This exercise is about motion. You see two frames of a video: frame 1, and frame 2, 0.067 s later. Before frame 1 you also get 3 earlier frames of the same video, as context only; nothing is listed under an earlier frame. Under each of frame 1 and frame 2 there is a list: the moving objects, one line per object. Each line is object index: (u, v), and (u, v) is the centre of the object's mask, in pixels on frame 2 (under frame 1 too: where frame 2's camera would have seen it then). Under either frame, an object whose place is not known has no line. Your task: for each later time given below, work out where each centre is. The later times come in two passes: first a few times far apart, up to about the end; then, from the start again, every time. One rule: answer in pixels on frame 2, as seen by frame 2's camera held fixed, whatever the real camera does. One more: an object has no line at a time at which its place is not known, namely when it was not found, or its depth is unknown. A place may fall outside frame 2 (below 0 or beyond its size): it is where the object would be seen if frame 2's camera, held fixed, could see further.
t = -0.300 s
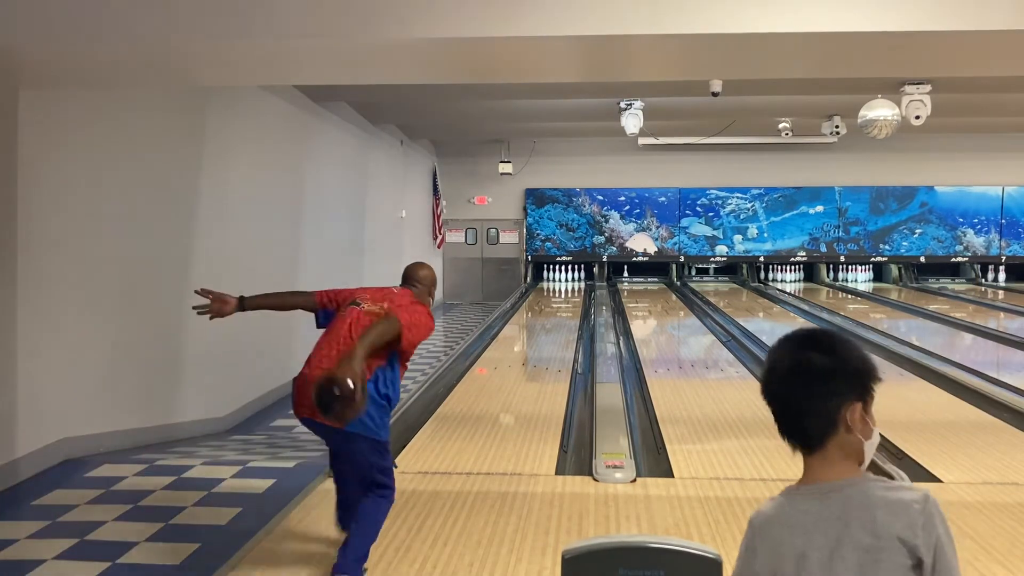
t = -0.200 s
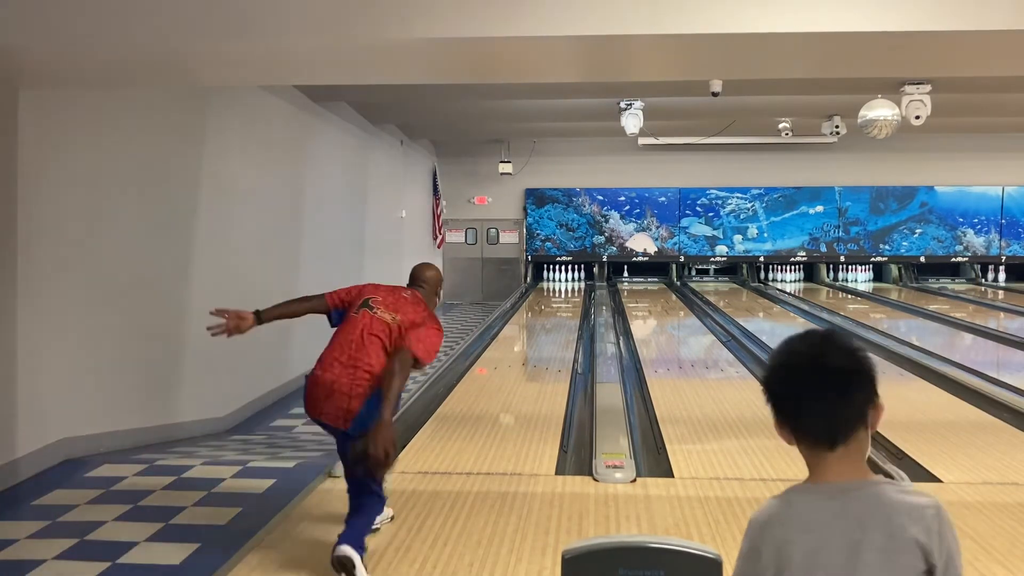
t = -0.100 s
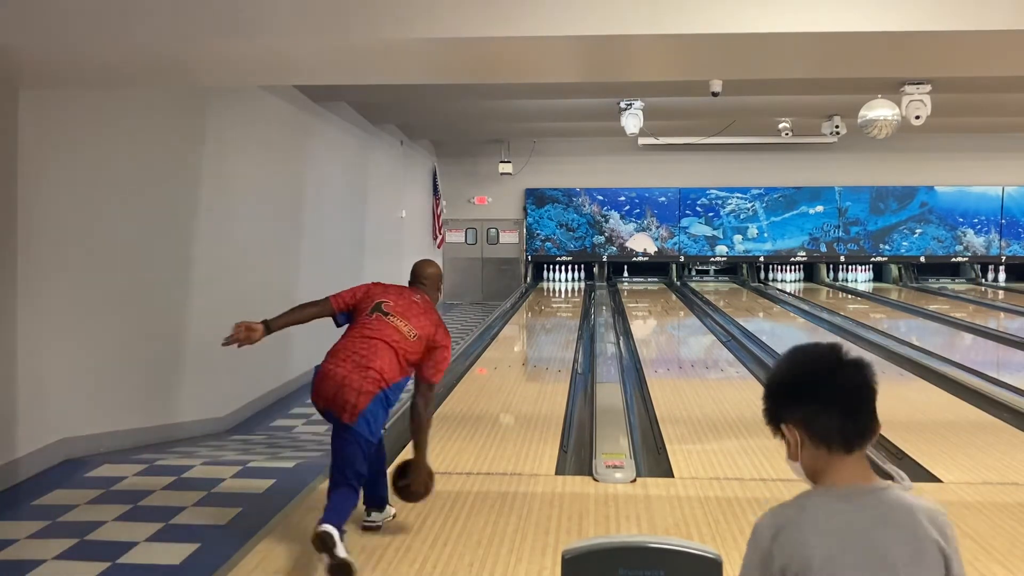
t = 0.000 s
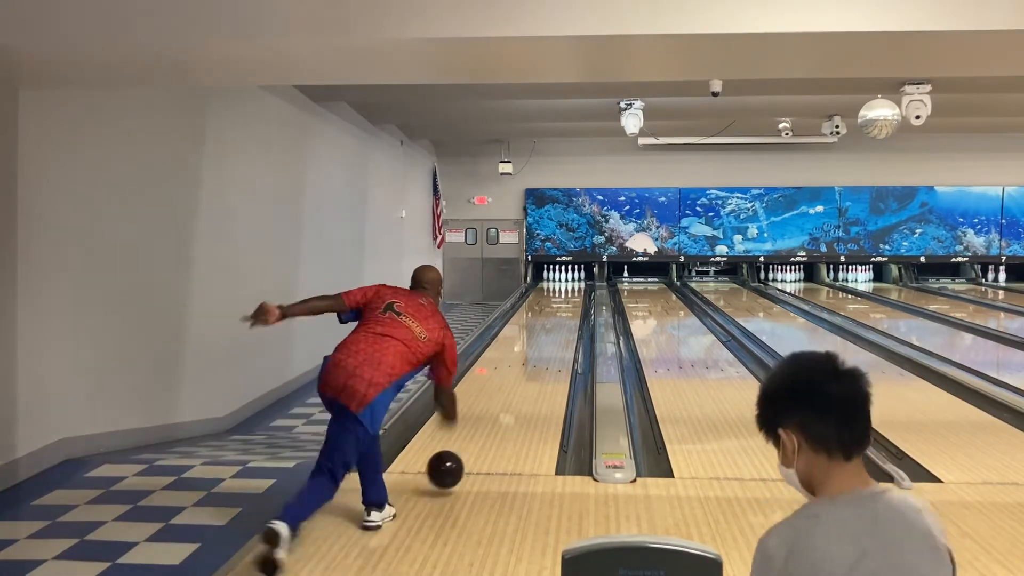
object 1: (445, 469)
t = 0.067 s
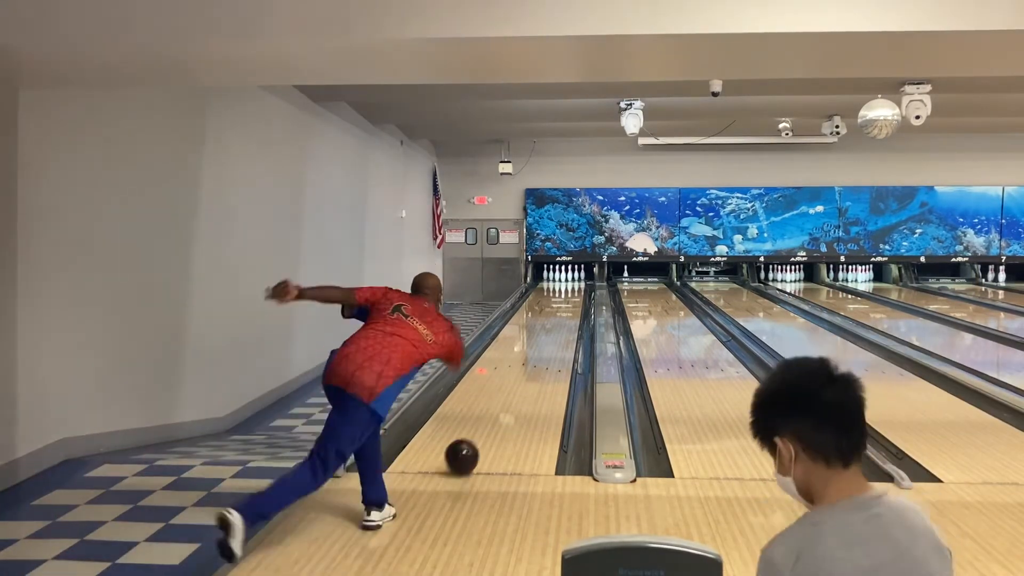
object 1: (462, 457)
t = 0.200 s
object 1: (487, 425)
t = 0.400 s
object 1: (515, 389)
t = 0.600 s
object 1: (534, 364)
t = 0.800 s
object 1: (548, 345)
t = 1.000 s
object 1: (558, 331)
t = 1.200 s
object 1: (566, 319)
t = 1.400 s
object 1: (573, 309)
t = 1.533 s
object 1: (576, 304)
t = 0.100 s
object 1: (469, 448)
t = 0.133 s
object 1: (475, 440)
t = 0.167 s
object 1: (482, 432)
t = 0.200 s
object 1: (487, 425)
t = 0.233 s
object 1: (493, 418)
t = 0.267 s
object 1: (498, 411)
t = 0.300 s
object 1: (502, 405)
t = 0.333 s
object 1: (507, 400)
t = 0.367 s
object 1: (511, 394)
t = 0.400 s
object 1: (515, 389)
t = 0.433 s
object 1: (518, 384)
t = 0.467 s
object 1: (522, 380)
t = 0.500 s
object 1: (525, 376)
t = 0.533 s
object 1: (528, 371)
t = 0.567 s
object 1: (531, 367)
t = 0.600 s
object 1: (534, 364)
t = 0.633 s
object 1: (536, 360)
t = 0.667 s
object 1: (539, 357)
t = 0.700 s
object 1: (541, 354)
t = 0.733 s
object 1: (543, 351)
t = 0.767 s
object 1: (545, 348)
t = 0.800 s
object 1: (548, 345)
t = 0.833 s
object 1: (550, 342)
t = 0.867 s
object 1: (552, 340)
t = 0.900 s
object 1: (553, 337)
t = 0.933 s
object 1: (555, 335)
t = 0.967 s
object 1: (557, 333)
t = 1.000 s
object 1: (558, 331)
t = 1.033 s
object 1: (560, 328)
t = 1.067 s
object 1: (561, 326)
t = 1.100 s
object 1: (563, 324)
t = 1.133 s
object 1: (564, 322)
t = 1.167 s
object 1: (565, 321)
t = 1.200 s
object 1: (566, 319)
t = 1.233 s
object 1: (568, 317)
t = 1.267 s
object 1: (569, 315)
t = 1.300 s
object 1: (570, 314)
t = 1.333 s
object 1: (571, 312)
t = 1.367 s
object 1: (572, 311)
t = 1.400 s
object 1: (573, 309)
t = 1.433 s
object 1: (573, 308)
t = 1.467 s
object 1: (574, 306)
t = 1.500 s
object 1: (575, 305)
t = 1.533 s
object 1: (576, 304)
